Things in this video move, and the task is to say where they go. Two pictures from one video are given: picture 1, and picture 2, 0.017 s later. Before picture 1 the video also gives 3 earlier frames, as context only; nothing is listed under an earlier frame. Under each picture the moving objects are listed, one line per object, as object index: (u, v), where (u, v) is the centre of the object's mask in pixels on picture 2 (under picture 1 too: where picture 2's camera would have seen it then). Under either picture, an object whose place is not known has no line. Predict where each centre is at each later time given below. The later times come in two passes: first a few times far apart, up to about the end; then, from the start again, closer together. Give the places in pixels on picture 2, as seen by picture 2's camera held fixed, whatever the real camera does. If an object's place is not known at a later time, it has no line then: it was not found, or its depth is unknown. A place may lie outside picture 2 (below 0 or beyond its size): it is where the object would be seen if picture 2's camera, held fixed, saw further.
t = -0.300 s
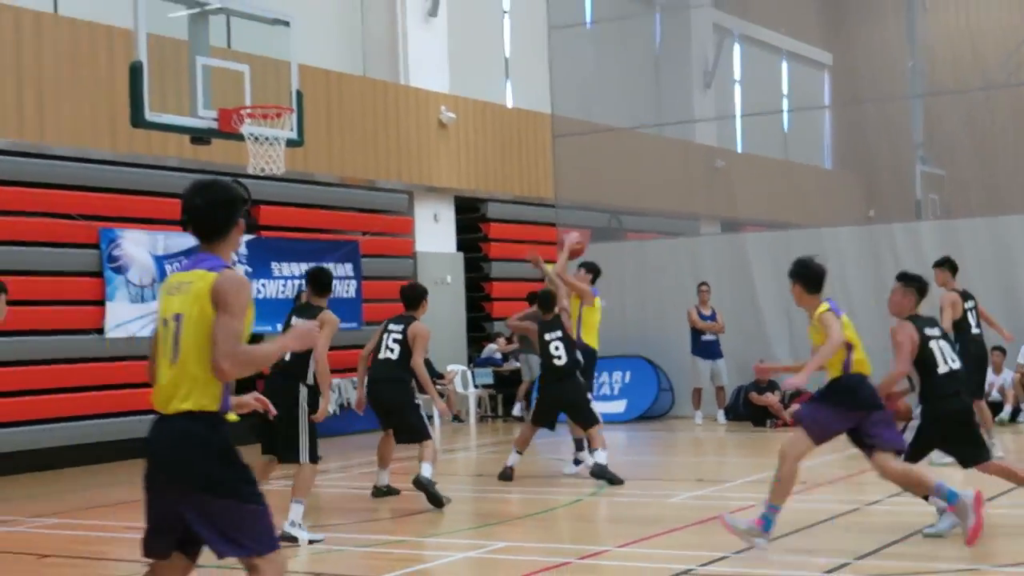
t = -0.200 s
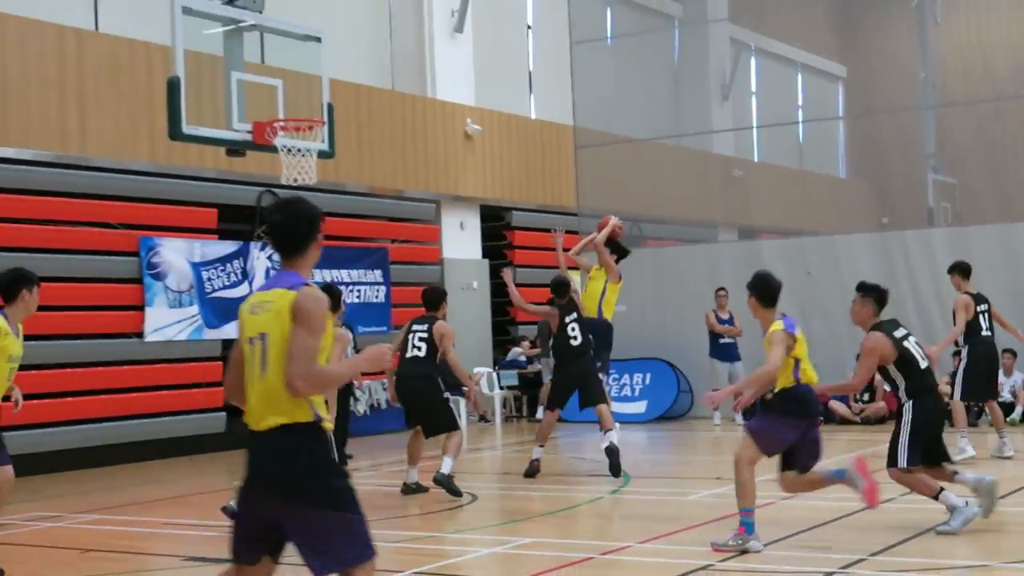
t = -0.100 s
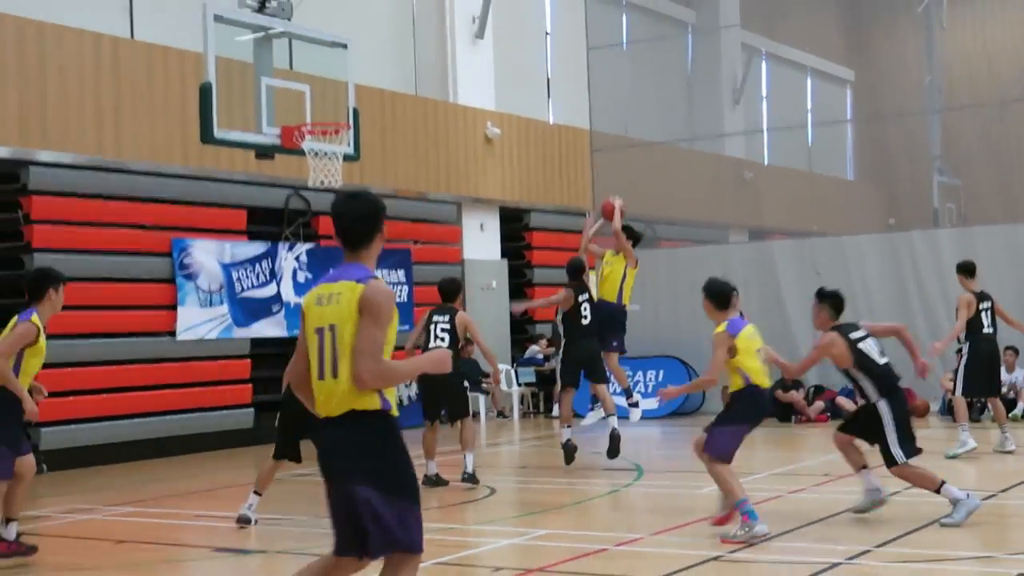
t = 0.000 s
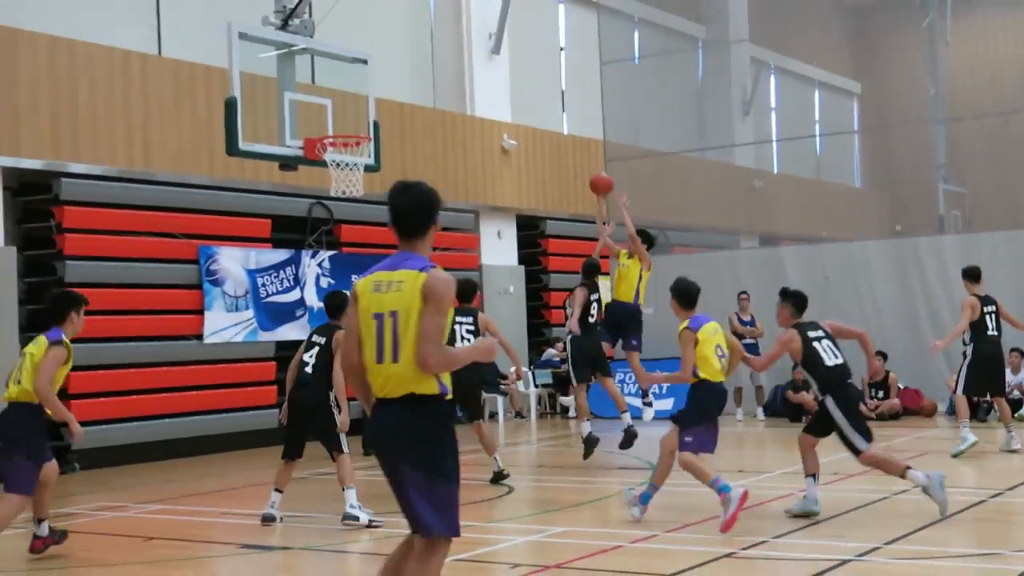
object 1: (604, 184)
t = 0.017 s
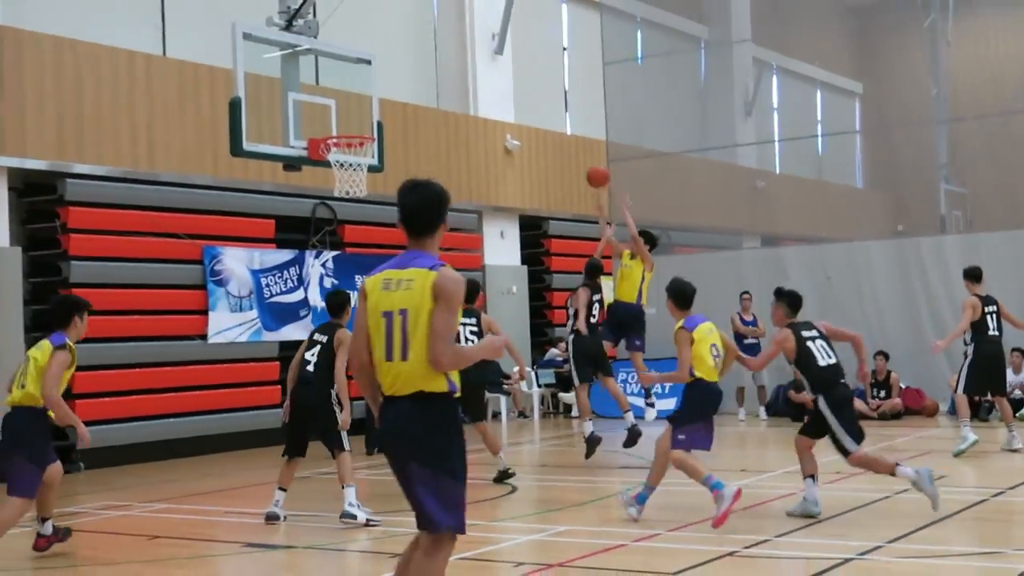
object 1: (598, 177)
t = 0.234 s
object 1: (519, 96)
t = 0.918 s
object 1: (330, 124)
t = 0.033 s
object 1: (592, 169)
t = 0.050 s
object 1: (586, 162)
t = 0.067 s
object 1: (580, 155)
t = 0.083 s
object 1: (574, 148)
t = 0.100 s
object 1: (568, 141)
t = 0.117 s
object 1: (562, 135)
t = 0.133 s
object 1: (555, 129)
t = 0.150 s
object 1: (550, 123)
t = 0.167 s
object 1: (544, 117)
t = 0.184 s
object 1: (537, 111)
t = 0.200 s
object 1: (532, 106)
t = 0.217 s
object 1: (525, 101)
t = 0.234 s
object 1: (519, 96)
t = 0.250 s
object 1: (513, 92)
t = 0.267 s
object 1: (506, 88)
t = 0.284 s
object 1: (501, 83)
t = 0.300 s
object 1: (494, 79)
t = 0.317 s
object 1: (488, 77)
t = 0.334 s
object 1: (481, 73)
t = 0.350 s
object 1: (475, 71)
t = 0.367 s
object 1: (469, 68)
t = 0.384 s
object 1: (463, 66)
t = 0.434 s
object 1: (443, 60)
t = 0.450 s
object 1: (437, 60)
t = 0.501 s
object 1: (417, 58)
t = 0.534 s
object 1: (404, 58)
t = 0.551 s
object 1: (397, 59)
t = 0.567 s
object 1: (390, 60)
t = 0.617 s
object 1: (370, 64)
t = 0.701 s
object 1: (340, 76)
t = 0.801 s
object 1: (335, 91)
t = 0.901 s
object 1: (331, 118)
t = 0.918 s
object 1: (330, 124)
